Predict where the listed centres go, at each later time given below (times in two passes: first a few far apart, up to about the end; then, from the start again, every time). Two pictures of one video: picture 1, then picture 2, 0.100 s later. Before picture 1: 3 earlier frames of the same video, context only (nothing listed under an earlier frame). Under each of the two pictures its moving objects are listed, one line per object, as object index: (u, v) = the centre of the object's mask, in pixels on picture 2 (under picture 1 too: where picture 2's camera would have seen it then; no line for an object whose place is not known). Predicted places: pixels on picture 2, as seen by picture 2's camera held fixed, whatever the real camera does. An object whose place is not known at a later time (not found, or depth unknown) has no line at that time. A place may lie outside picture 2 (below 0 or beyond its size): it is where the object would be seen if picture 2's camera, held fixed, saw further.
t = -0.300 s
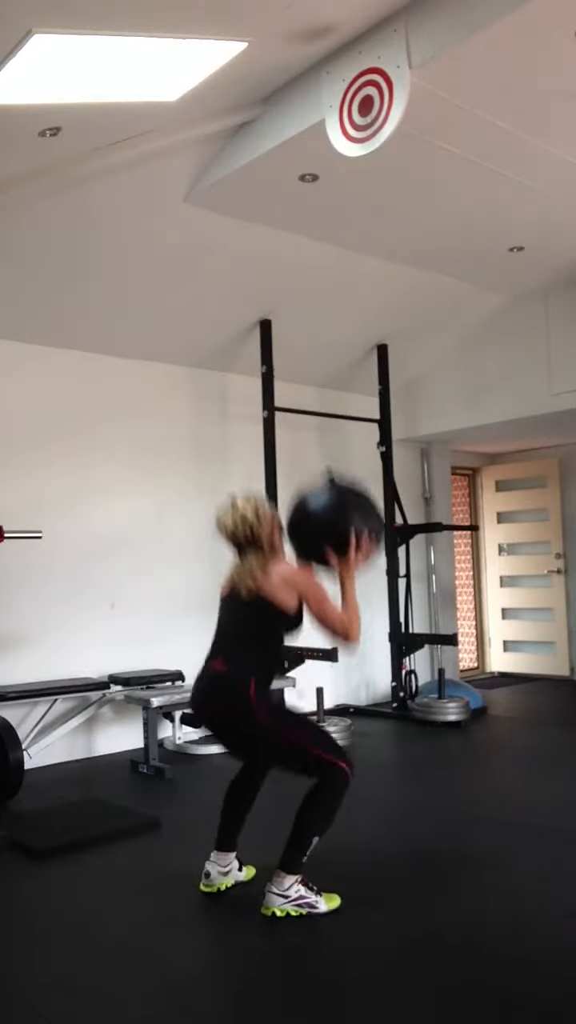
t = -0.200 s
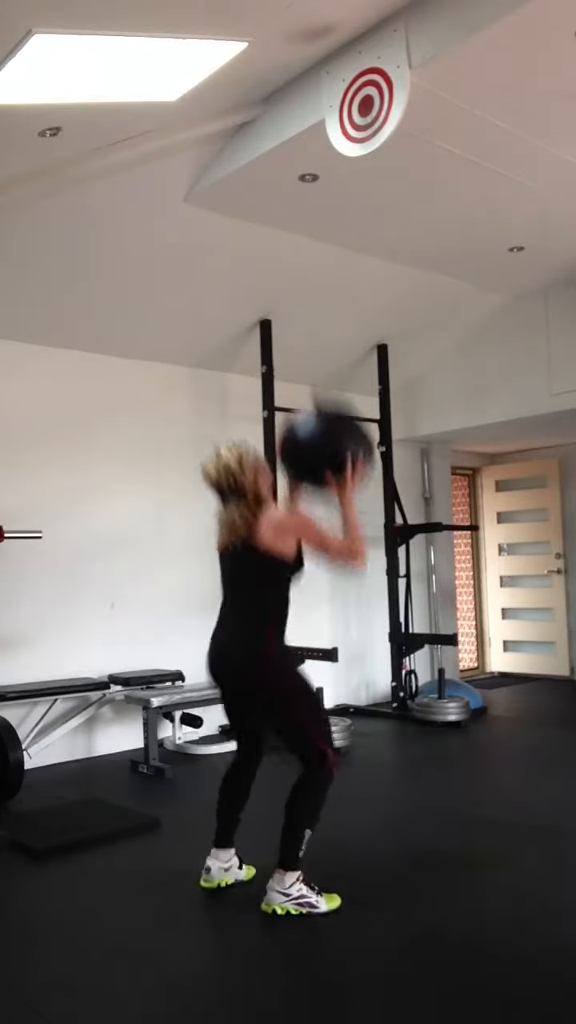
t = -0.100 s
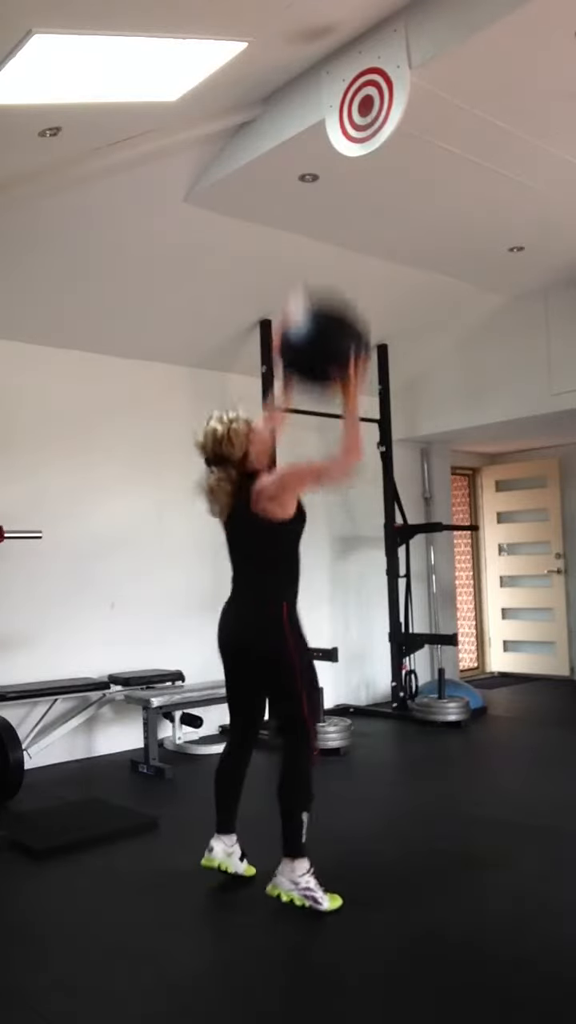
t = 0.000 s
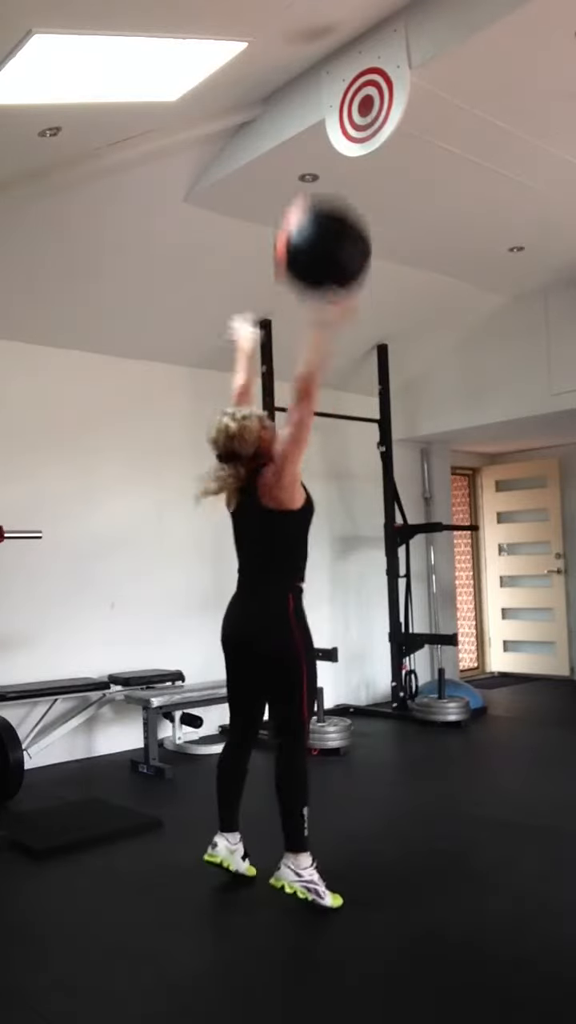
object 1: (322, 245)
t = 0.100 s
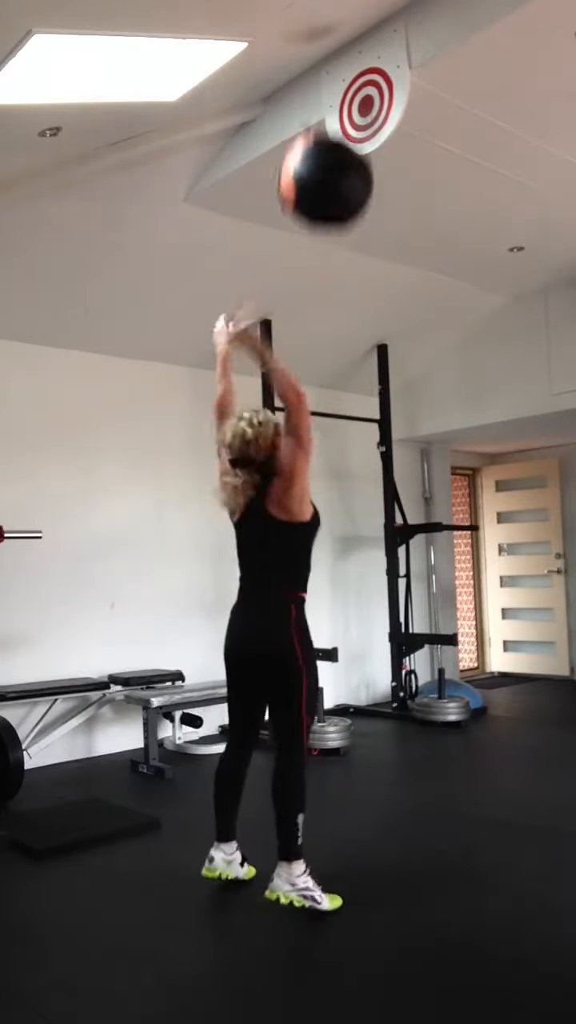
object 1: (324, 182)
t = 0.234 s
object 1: (332, 132)
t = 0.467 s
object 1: (328, 140)
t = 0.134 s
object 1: (325, 165)
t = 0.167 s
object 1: (327, 151)
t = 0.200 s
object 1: (329, 140)
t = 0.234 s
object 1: (332, 132)
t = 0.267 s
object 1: (334, 126)
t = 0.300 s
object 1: (336, 123)
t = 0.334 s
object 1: (337, 122)
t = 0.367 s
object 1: (336, 123)
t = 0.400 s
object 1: (333, 126)
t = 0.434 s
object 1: (331, 131)
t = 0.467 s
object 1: (328, 140)
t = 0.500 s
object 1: (326, 151)
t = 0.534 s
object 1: (324, 164)
